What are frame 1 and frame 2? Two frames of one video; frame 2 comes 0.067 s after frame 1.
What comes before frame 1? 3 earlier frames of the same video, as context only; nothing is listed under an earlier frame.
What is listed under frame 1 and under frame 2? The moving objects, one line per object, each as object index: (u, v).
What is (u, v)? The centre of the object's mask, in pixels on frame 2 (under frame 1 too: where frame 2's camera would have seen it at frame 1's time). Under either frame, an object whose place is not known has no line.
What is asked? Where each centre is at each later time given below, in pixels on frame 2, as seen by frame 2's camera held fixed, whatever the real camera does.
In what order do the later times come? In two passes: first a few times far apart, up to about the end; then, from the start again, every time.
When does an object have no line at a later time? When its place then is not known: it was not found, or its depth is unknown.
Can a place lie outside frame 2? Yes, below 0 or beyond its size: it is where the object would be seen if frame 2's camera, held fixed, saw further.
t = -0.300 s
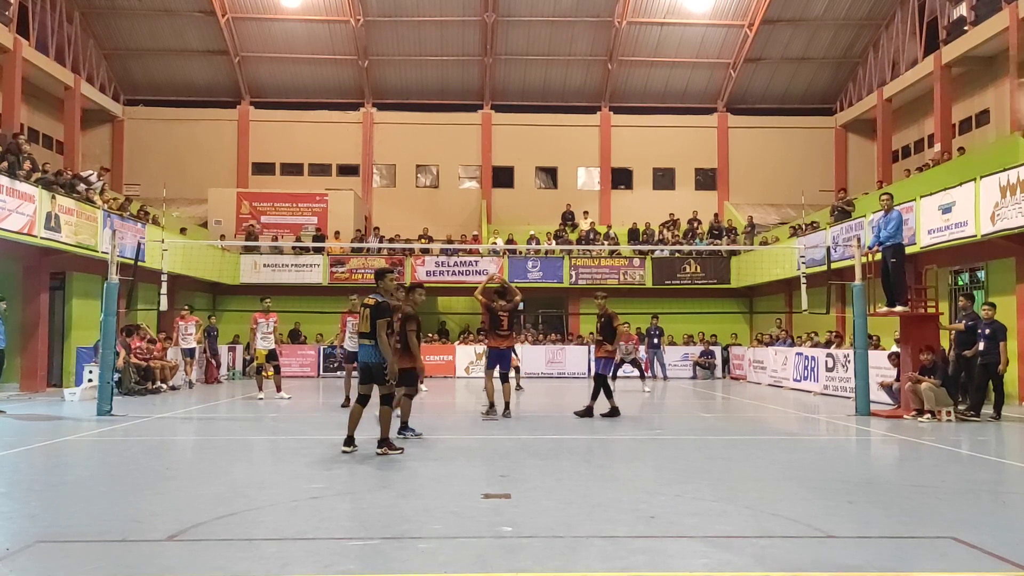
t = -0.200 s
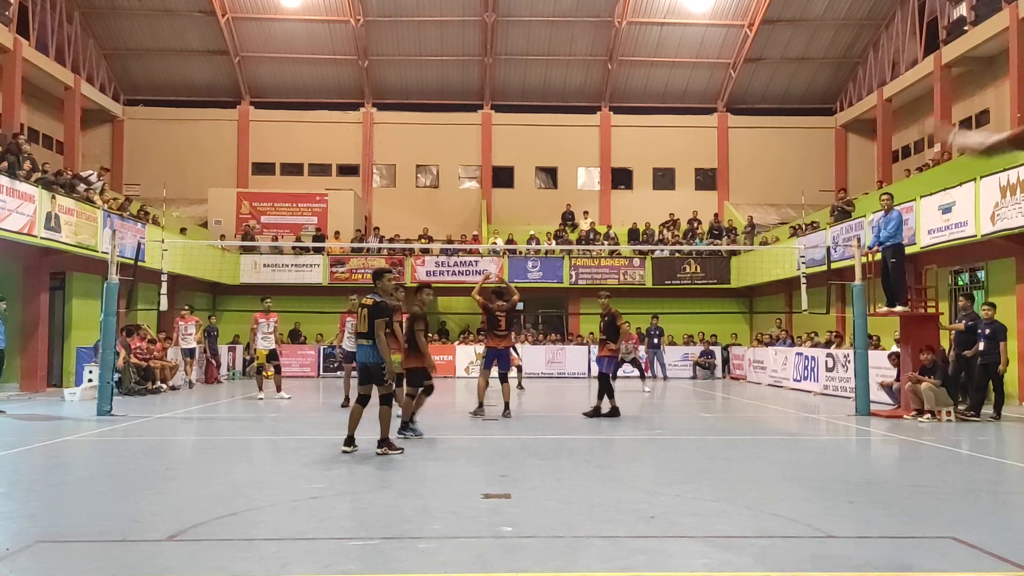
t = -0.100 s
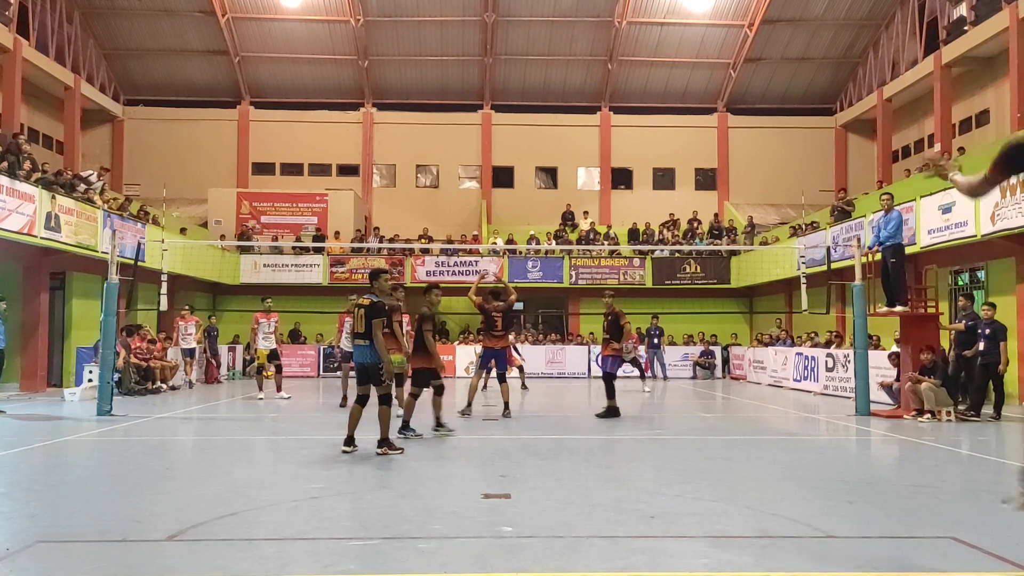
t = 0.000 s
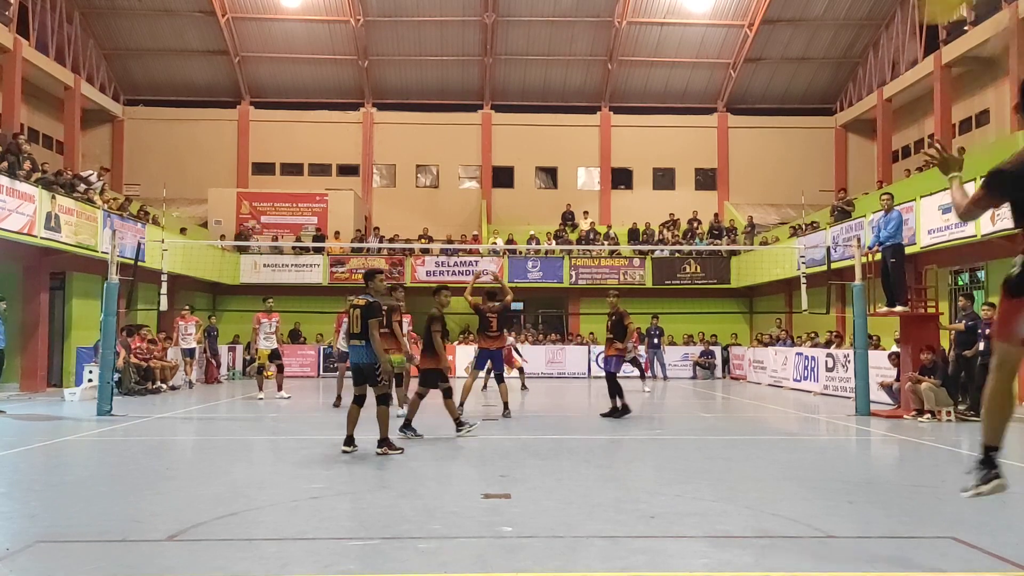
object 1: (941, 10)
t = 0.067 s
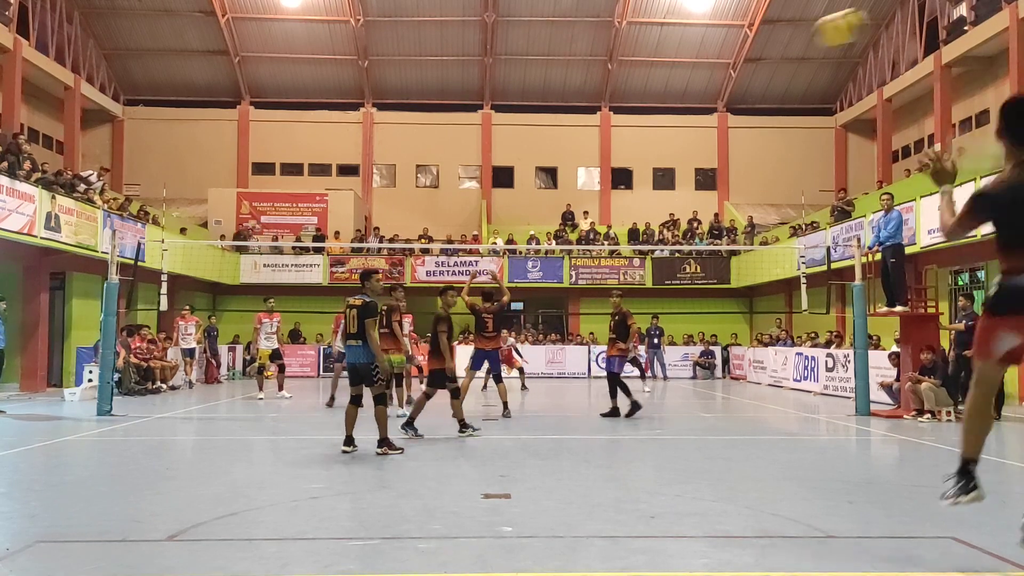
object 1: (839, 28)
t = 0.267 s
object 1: (671, 97)
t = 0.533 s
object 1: (565, 174)
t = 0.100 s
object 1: (799, 40)
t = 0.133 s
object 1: (767, 51)
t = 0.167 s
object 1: (738, 63)
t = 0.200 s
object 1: (713, 75)
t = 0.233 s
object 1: (690, 87)
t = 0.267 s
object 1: (671, 97)
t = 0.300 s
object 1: (653, 107)
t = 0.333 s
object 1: (637, 117)
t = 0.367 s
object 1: (622, 127)
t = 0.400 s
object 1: (609, 137)
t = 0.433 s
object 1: (596, 145)
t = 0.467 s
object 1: (584, 155)
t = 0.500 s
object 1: (574, 164)
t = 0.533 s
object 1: (565, 174)
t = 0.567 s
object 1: (555, 184)
